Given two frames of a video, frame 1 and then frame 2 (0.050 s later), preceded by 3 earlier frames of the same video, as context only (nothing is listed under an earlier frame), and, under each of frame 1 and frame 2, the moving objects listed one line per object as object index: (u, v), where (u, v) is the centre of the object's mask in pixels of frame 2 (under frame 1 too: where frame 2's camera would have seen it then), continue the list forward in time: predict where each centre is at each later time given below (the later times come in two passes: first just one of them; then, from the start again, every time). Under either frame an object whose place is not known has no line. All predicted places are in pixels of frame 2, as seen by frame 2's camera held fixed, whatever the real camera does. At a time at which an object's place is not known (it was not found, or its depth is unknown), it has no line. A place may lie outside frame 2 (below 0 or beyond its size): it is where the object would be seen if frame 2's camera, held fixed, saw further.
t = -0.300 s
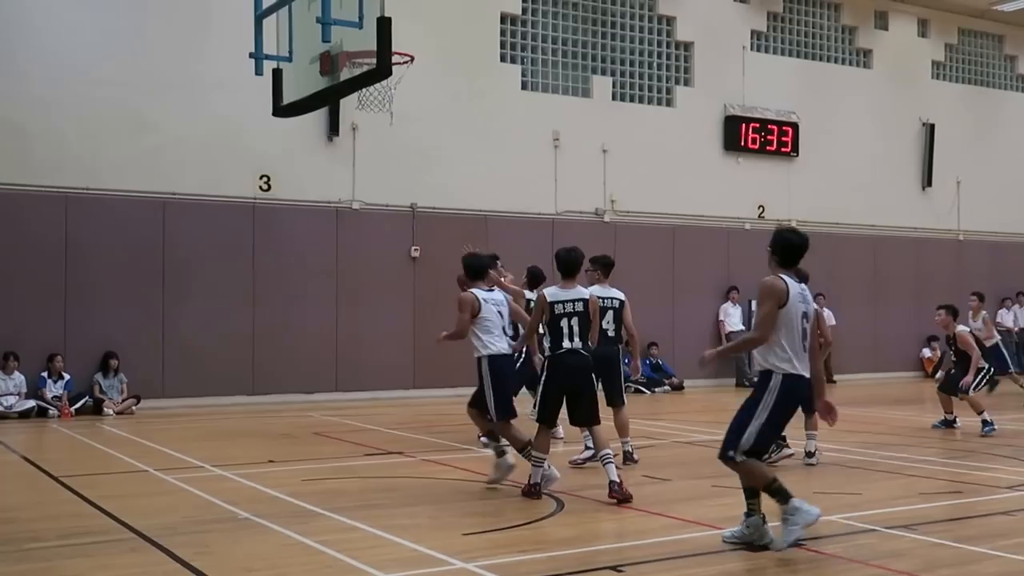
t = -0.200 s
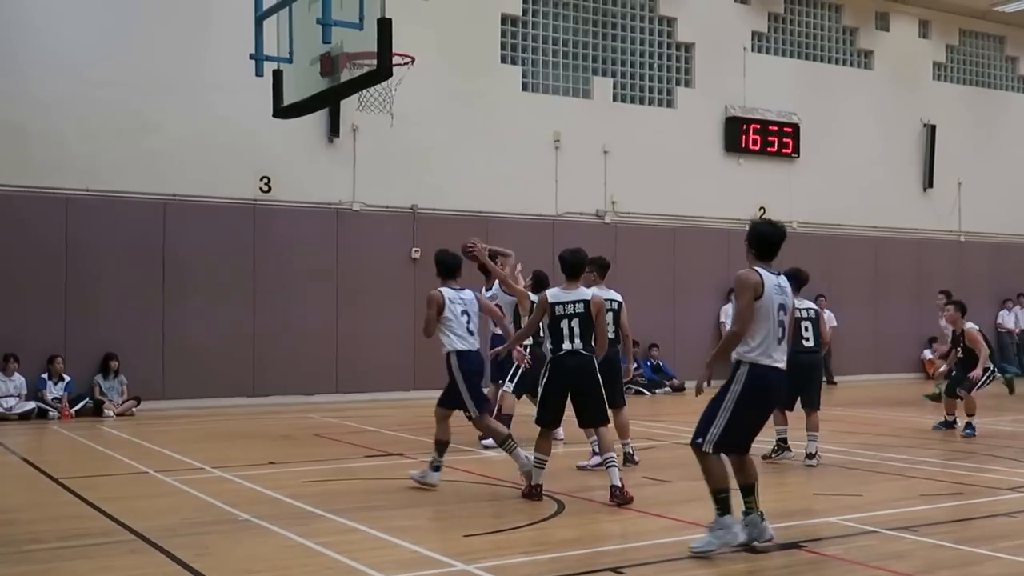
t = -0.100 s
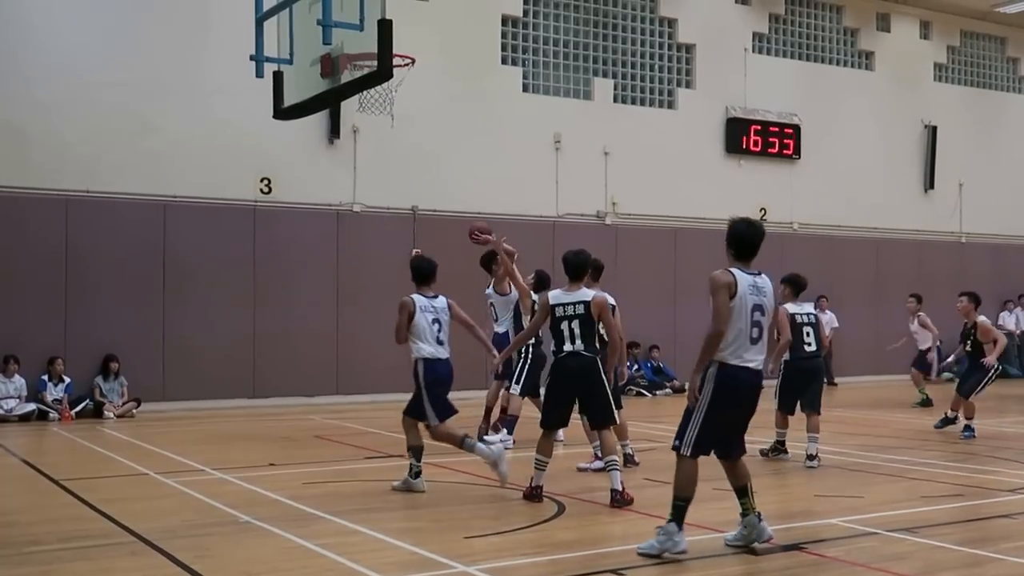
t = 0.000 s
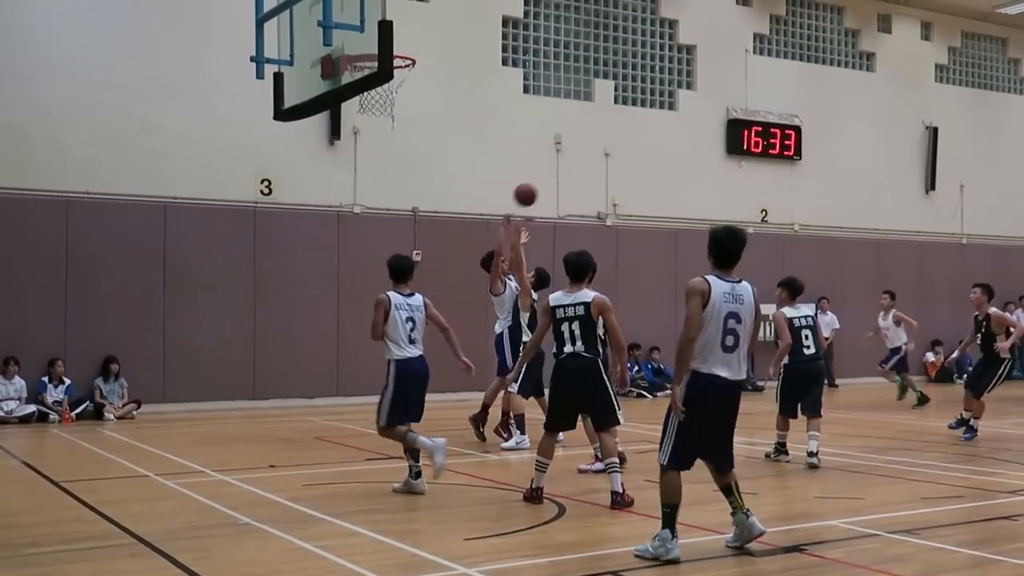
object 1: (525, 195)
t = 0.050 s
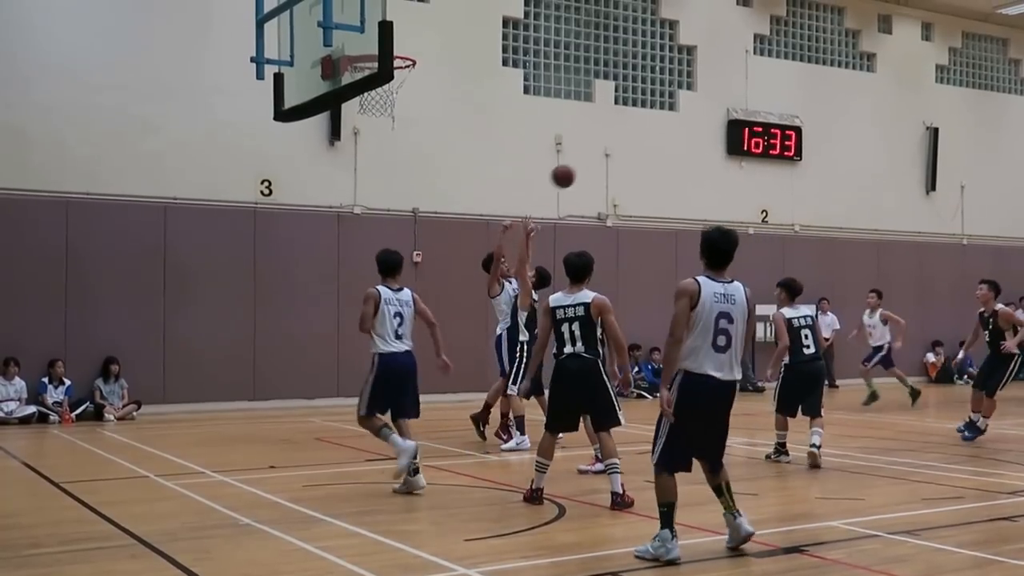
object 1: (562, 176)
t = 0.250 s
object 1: (725, 120)
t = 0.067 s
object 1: (575, 170)
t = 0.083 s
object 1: (588, 164)
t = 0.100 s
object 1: (601, 158)
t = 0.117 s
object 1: (614, 153)
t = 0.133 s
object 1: (628, 148)
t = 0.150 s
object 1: (641, 144)
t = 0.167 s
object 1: (656, 139)
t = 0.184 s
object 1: (669, 134)
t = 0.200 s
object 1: (683, 130)
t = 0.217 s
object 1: (697, 126)
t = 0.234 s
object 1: (711, 122)
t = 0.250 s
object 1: (725, 120)
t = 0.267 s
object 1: (740, 115)
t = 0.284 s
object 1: (753, 113)
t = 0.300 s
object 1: (769, 111)
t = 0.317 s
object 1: (785, 109)
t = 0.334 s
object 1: (800, 107)
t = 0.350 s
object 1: (815, 105)
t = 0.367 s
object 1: (831, 103)
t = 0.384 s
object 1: (847, 102)
